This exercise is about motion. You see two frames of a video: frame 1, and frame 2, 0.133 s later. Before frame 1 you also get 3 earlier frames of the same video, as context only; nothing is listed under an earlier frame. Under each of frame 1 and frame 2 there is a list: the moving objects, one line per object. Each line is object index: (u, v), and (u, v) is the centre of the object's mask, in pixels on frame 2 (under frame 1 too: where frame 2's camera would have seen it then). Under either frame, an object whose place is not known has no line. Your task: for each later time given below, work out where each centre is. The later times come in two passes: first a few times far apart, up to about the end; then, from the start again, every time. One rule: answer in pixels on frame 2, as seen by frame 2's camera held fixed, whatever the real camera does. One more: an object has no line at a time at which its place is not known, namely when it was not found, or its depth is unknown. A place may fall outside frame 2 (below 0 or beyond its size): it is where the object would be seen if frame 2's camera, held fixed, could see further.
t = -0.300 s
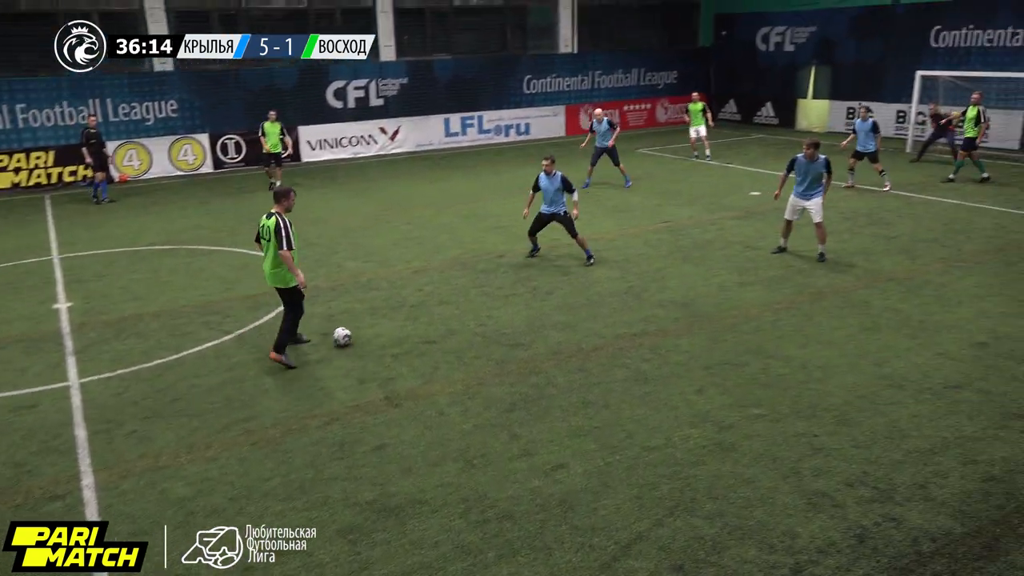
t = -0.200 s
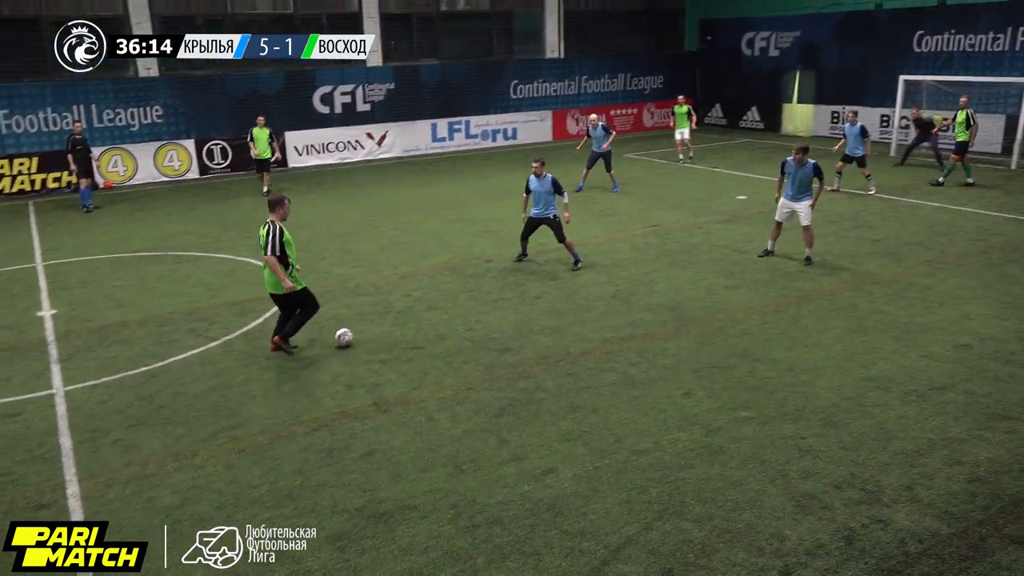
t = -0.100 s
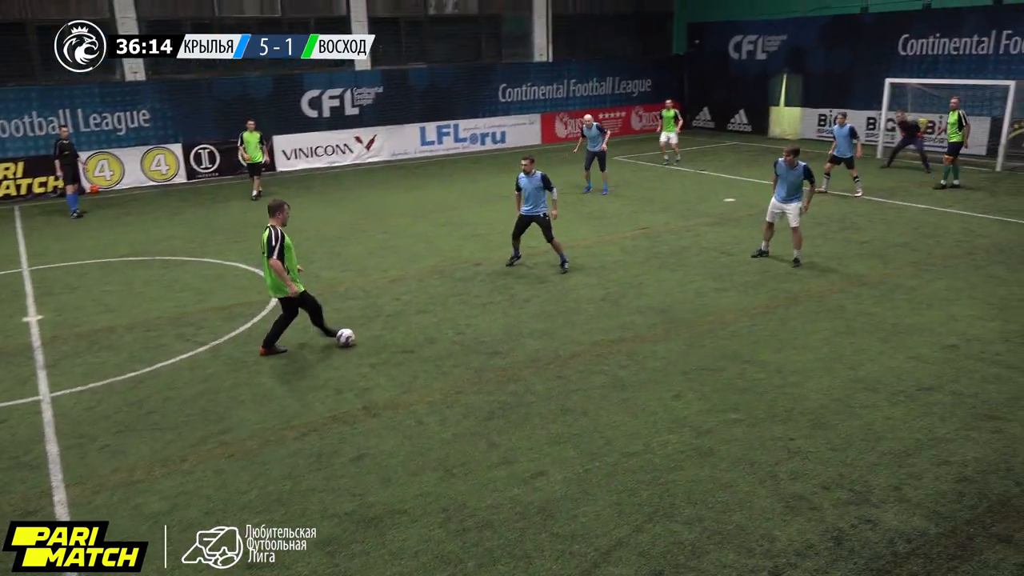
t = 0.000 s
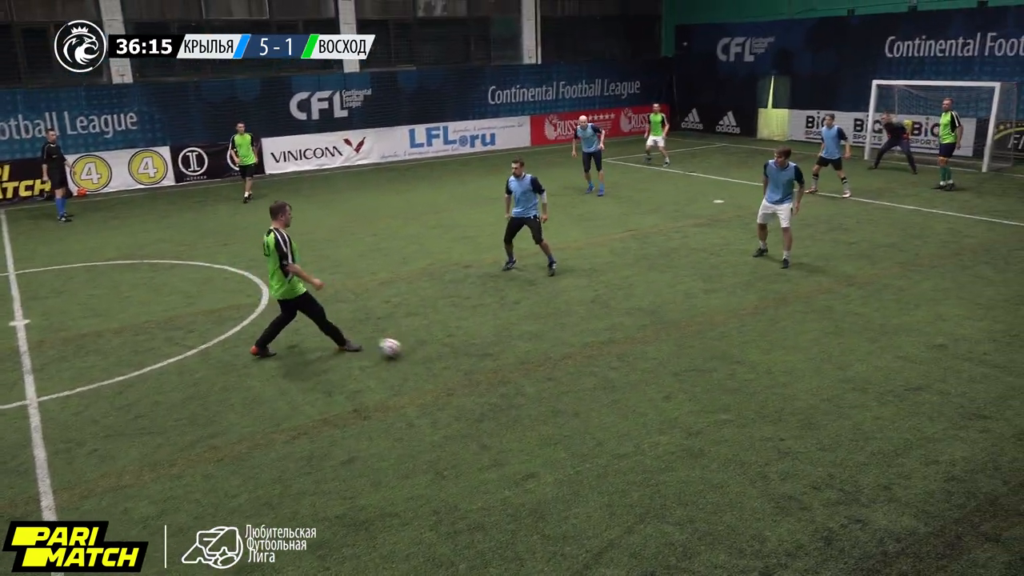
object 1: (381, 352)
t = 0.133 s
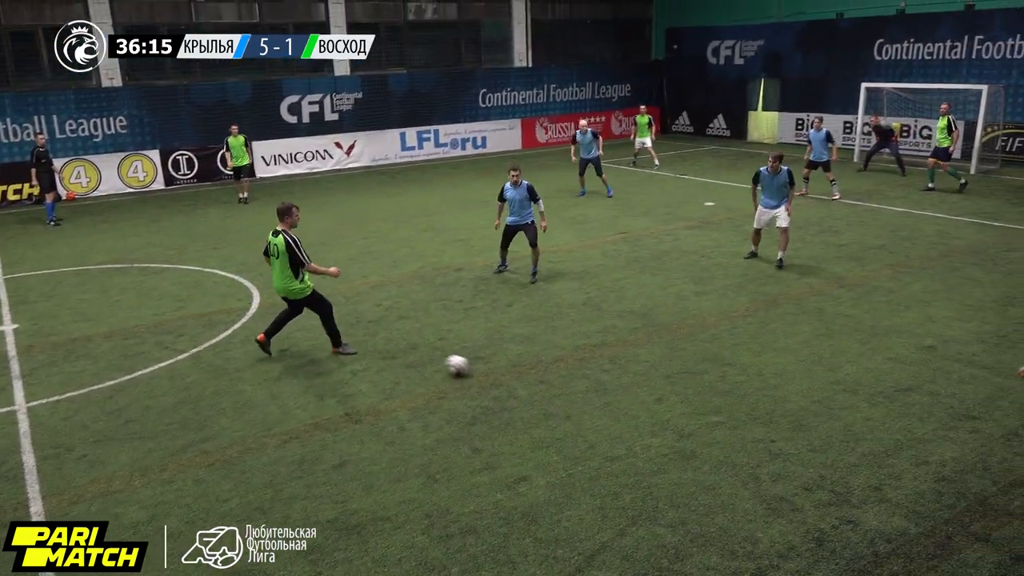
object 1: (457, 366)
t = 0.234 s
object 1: (513, 376)
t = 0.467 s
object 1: (640, 396)
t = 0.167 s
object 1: (476, 369)
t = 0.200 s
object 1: (495, 372)
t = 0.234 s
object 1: (513, 376)
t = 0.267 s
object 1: (531, 379)
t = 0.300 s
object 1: (549, 382)
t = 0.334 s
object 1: (568, 384)
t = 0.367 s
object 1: (586, 388)
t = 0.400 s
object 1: (604, 390)
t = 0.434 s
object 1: (622, 392)
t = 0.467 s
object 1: (640, 396)
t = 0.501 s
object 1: (659, 400)
